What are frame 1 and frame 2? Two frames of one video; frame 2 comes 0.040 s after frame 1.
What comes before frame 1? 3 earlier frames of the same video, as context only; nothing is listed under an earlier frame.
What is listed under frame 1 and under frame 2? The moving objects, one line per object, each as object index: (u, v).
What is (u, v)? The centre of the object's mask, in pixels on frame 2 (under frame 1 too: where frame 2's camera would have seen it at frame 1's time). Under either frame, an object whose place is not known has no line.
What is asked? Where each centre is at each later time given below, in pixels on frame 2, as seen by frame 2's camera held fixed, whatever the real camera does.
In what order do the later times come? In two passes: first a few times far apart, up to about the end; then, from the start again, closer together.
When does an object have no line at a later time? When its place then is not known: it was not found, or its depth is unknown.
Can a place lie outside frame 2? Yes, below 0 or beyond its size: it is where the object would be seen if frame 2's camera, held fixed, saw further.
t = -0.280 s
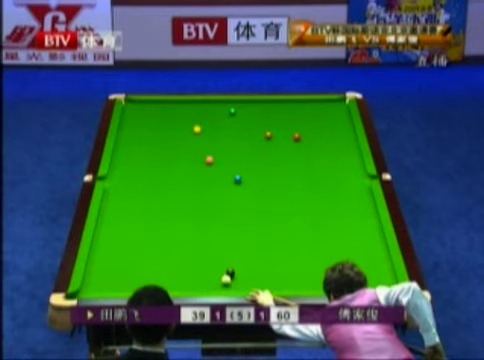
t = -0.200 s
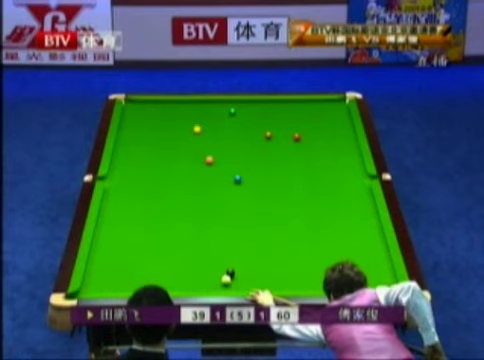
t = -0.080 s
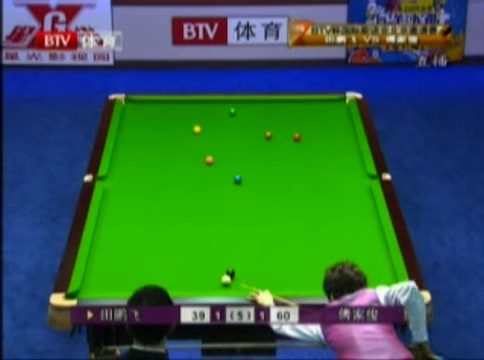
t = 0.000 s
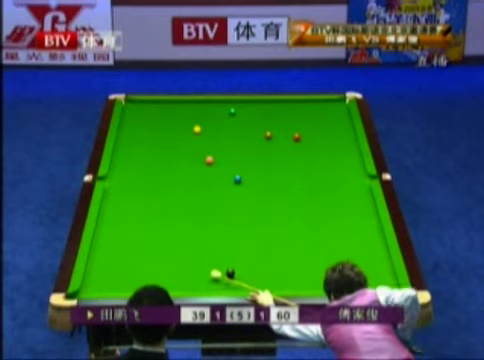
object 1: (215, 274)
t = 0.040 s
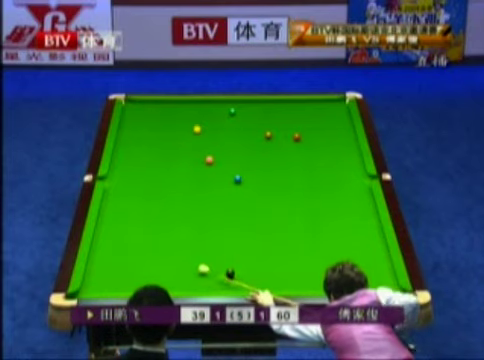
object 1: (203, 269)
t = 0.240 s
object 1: (152, 246)
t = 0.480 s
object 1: (104, 223)
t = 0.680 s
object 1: (131, 207)
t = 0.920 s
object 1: (165, 191)
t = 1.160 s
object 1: (196, 176)
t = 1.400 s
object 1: (225, 161)
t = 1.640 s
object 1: (252, 148)
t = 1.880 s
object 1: (277, 135)
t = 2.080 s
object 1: (297, 125)
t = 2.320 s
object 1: (319, 114)
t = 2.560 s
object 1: (340, 104)
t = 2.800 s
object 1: (343, 101)
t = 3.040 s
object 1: (329, 101)
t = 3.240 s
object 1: (318, 101)
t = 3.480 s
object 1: (306, 101)
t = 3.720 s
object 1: (295, 101)
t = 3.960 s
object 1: (284, 102)
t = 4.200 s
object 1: (274, 102)
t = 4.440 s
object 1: (264, 102)
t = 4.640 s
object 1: (257, 103)
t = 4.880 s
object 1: (249, 103)
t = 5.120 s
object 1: (241, 103)
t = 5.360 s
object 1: (234, 103)
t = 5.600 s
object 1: (228, 104)
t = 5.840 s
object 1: (222, 104)
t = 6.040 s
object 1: (218, 105)
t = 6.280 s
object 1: (213, 105)
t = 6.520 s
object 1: (209, 105)
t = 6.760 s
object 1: (206, 105)
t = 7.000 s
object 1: (203, 105)
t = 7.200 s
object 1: (201, 105)
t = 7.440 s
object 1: (199, 106)
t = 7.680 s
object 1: (198, 106)
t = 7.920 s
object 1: (198, 106)
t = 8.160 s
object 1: (198, 106)
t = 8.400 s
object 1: (198, 106)
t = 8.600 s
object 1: (198, 106)
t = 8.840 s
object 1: (198, 106)
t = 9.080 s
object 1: (198, 106)
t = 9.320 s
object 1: (198, 106)
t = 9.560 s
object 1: (198, 106)
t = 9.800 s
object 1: (198, 106)
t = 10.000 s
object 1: (198, 106)
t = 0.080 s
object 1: (192, 264)
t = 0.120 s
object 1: (181, 259)
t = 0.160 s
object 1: (171, 254)
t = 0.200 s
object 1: (161, 250)
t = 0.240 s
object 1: (152, 246)
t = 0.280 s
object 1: (144, 242)
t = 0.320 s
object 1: (135, 238)
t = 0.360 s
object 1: (127, 234)
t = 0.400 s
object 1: (119, 230)
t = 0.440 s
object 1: (111, 227)
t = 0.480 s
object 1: (104, 223)
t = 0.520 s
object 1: (103, 219)
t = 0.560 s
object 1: (111, 216)
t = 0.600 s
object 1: (118, 214)
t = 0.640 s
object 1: (125, 210)
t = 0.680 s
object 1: (131, 207)
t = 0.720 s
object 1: (137, 205)
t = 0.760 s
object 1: (142, 202)
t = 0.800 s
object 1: (148, 199)
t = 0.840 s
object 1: (154, 196)
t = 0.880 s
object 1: (159, 194)
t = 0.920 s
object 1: (165, 191)
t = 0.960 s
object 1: (170, 188)
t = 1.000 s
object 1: (176, 185)
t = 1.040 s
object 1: (181, 183)
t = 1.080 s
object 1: (186, 180)
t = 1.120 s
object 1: (191, 178)
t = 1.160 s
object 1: (196, 176)
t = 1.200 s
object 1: (201, 173)
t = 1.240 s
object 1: (206, 170)
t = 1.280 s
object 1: (211, 168)
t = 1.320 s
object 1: (215, 166)
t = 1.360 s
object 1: (220, 163)
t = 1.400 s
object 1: (225, 161)
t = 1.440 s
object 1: (230, 159)
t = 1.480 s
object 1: (234, 156)
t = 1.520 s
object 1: (238, 154)
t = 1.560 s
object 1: (243, 152)
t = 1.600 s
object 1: (248, 150)
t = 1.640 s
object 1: (252, 148)
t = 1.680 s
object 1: (256, 145)
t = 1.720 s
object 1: (261, 143)
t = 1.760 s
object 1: (265, 142)
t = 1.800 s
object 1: (269, 139)
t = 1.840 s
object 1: (273, 137)
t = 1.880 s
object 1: (277, 135)
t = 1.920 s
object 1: (281, 133)
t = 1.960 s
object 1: (285, 131)
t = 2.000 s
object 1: (289, 129)
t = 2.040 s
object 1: (293, 127)
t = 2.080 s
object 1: (297, 125)
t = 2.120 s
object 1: (301, 123)
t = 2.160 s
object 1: (304, 121)
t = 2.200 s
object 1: (308, 120)
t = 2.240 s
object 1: (311, 117)
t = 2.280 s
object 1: (315, 116)
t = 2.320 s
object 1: (319, 114)
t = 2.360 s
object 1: (322, 112)
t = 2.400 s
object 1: (326, 111)
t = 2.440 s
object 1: (329, 109)
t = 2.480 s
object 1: (333, 107)
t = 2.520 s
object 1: (336, 105)
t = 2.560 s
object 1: (340, 104)
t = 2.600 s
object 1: (343, 102)
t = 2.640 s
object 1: (343, 101)
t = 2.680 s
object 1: (341, 100)
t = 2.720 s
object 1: (342, 100)
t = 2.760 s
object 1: (344, 100)
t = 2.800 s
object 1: (343, 101)
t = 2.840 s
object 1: (340, 100)
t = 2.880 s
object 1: (338, 100)
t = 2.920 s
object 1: (335, 100)
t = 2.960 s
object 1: (333, 100)
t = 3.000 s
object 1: (331, 101)
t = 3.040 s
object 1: (329, 101)
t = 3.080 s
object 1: (327, 101)
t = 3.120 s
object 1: (325, 101)
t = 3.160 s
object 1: (322, 101)
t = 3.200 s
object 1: (320, 101)
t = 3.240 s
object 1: (318, 101)
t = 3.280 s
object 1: (316, 101)
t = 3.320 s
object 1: (314, 101)
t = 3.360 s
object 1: (312, 101)
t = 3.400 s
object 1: (310, 101)
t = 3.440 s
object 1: (308, 101)
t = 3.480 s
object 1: (306, 101)
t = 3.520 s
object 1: (304, 101)
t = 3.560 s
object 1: (302, 101)
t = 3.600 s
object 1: (300, 101)
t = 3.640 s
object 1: (298, 101)
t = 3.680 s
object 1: (297, 101)
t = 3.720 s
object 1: (295, 101)
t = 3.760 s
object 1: (293, 101)
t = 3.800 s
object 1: (291, 101)
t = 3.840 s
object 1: (289, 102)
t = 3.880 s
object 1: (287, 101)
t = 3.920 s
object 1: (285, 102)
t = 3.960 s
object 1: (284, 102)
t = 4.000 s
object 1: (282, 102)
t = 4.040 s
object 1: (280, 102)
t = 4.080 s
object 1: (279, 102)
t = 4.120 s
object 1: (277, 102)
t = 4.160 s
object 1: (275, 102)
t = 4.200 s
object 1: (274, 102)
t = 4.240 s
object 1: (272, 102)
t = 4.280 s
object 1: (270, 102)
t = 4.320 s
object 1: (269, 102)
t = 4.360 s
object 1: (267, 102)
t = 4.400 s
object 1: (266, 102)
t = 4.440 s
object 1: (264, 102)
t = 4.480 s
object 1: (263, 102)
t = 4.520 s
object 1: (261, 102)
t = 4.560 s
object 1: (260, 102)
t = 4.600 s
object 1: (259, 103)
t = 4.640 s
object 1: (257, 103)
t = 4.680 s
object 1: (256, 103)
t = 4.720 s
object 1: (254, 103)
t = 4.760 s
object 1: (253, 103)
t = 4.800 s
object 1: (251, 103)
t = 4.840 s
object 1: (250, 103)
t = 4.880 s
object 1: (249, 103)
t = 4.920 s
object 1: (247, 103)
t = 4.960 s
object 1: (246, 103)
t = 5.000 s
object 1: (245, 103)
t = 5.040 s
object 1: (244, 103)
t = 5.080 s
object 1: (242, 103)
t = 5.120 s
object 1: (241, 103)
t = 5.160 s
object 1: (240, 103)
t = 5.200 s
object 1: (239, 103)
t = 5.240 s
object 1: (238, 103)
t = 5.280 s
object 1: (237, 104)
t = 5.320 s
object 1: (235, 104)
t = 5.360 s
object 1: (234, 103)
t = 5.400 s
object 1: (233, 104)
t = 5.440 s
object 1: (232, 104)
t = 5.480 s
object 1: (231, 104)
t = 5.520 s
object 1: (230, 104)
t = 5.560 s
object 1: (229, 104)
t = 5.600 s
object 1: (228, 104)
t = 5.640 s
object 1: (227, 104)
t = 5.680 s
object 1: (226, 104)
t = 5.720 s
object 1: (225, 104)
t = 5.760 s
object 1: (224, 104)
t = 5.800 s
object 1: (223, 104)
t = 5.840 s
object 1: (222, 104)
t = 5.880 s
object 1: (221, 104)
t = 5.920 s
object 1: (220, 104)
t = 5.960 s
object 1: (219, 104)
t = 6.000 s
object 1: (219, 105)
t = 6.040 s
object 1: (218, 105)
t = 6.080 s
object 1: (217, 105)
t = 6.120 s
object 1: (216, 105)
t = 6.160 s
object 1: (216, 105)
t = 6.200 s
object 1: (215, 105)
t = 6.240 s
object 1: (214, 105)
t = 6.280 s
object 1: (213, 105)
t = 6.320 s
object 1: (213, 105)
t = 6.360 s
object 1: (212, 105)
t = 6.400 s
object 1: (211, 105)
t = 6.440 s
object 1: (211, 105)
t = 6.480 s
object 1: (210, 105)
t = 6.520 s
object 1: (209, 105)
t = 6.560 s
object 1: (209, 105)
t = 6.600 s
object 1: (208, 105)
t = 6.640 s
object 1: (208, 105)
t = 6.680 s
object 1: (207, 105)
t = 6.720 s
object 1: (207, 105)
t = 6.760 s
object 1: (206, 105)
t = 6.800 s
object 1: (205, 105)
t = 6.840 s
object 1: (205, 105)
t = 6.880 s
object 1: (204, 105)
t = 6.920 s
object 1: (204, 105)
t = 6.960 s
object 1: (203, 105)
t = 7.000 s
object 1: (203, 105)
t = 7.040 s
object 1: (203, 105)
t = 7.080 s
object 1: (202, 105)
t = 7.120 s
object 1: (202, 105)
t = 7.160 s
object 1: (202, 105)
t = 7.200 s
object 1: (201, 105)
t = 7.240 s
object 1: (201, 105)
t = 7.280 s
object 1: (201, 105)
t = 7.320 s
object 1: (200, 105)
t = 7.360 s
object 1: (200, 105)
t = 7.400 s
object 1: (200, 106)
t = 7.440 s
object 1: (199, 106)
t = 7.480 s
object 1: (199, 106)
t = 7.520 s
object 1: (199, 106)
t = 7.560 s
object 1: (199, 106)
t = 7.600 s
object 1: (199, 106)
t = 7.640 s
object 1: (198, 106)
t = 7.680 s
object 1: (198, 106)
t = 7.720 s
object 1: (198, 106)
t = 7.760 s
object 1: (198, 106)
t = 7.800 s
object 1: (198, 106)
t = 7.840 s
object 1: (198, 106)
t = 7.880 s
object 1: (198, 106)
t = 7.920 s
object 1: (198, 106)
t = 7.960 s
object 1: (198, 106)
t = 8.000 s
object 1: (198, 106)
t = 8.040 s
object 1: (198, 106)
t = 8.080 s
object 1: (198, 106)
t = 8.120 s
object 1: (198, 106)
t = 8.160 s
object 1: (198, 106)
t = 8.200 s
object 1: (198, 106)
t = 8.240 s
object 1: (198, 106)
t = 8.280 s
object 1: (198, 106)
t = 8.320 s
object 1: (198, 106)
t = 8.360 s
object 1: (198, 106)
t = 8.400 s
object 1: (198, 106)
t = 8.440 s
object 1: (198, 106)
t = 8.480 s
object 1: (198, 106)
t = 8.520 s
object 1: (198, 106)
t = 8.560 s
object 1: (198, 106)
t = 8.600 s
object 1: (198, 106)
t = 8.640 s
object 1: (198, 106)
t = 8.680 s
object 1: (198, 106)
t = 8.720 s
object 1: (198, 106)
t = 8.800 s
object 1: (198, 106)
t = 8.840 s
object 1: (198, 106)
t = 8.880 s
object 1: (198, 106)
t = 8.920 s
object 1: (198, 106)
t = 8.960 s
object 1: (198, 106)
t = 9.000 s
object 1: (198, 106)
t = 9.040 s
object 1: (198, 106)
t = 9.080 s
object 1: (198, 106)
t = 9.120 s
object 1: (198, 106)
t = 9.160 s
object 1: (198, 106)
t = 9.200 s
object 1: (198, 106)
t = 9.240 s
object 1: (198, 106)
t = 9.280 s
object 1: (198, 106)
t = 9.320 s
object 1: (198, 106)
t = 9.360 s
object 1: (198, 106)
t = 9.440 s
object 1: (198, 106)
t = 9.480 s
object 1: (198, 106)
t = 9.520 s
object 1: (198, 106)
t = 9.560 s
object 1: (198, 106)
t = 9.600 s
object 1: (198, 106)
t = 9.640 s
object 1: (198, 106)
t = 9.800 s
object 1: (198, 106)
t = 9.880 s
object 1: (198, 106)
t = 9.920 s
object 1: (198, 106)
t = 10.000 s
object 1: (198, 106)
